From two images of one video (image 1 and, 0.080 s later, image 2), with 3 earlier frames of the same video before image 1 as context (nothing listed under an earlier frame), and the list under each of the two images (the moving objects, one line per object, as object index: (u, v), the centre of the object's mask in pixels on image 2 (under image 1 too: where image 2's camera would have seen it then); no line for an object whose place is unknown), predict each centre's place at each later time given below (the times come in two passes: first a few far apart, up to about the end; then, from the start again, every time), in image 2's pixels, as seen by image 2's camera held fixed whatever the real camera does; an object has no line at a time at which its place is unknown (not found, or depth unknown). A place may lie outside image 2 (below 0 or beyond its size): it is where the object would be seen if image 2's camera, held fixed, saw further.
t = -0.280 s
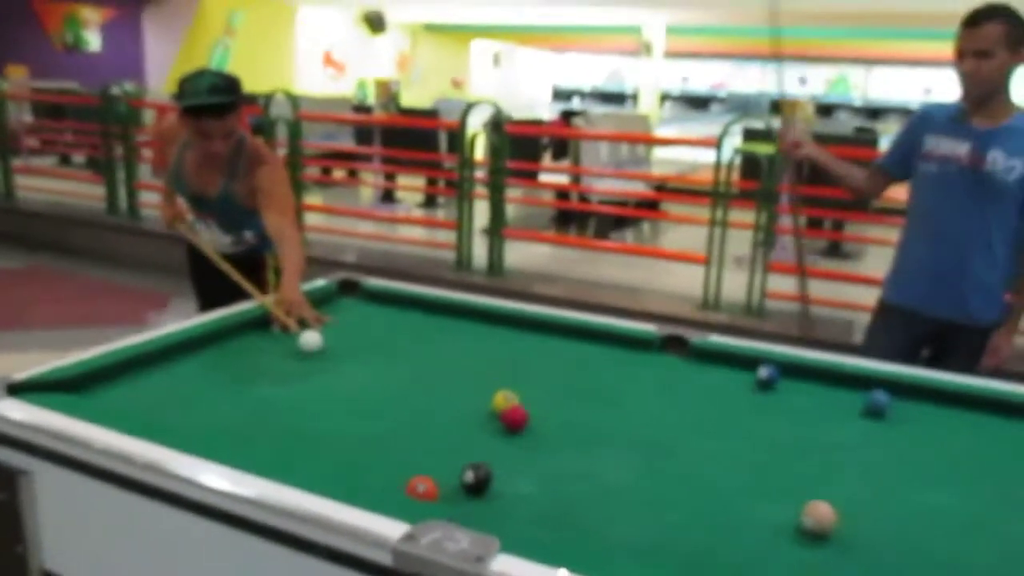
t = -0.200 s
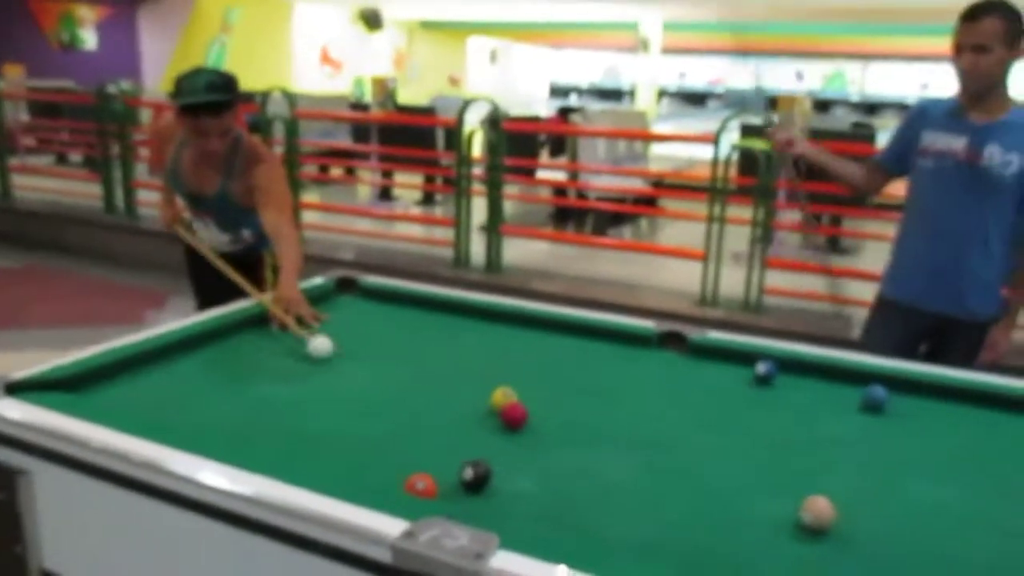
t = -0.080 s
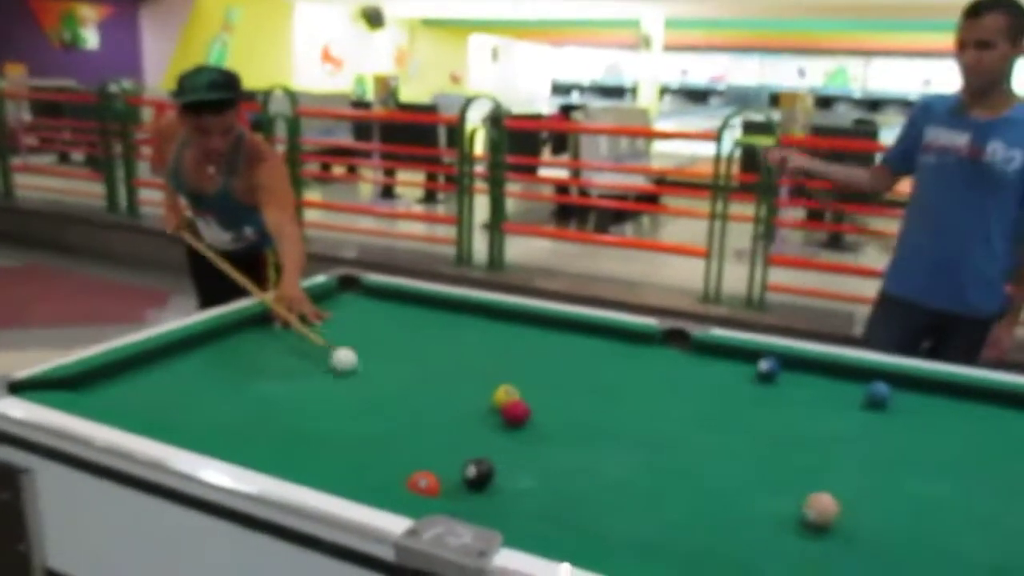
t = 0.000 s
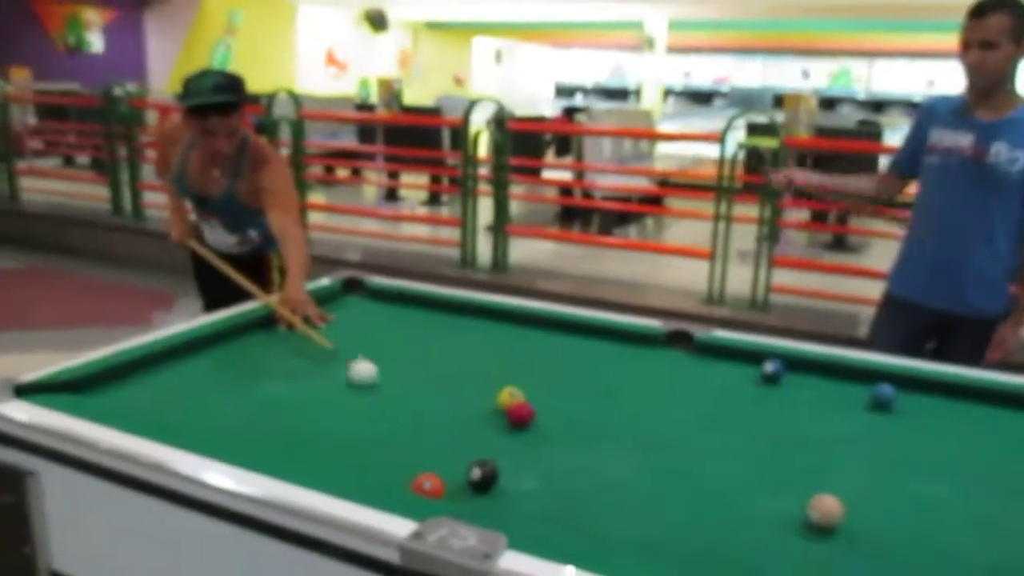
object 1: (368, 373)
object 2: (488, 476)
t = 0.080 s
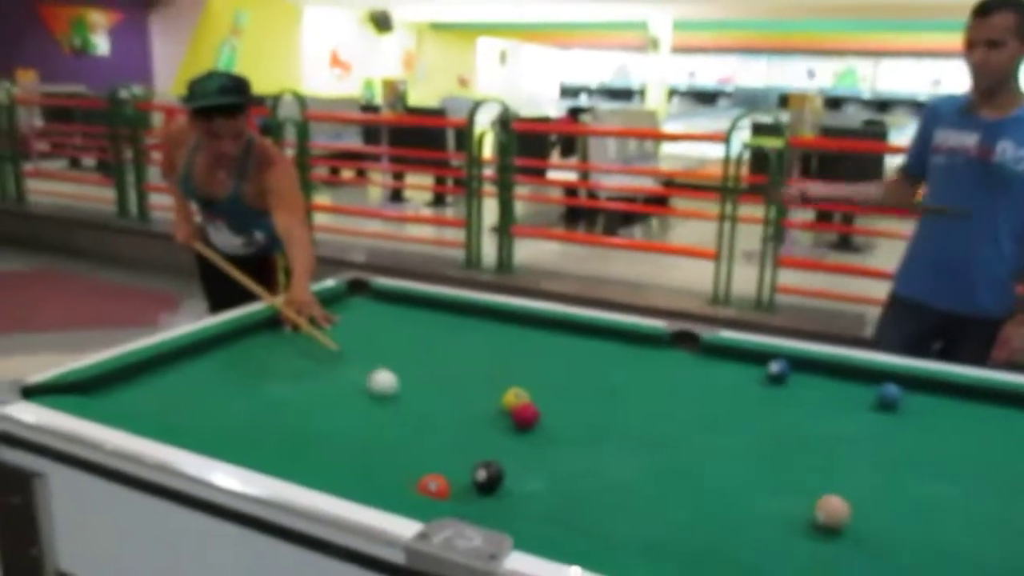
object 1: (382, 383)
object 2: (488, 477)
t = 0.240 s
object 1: (415, 405)
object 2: (488, 477)
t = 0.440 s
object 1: (462, 436)
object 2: (488, 476)
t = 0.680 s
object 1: (531, 469)
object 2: (482, 493)
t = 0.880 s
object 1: (597, 488)
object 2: (486, 511)
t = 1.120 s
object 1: (681, 513)
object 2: (521, 516)
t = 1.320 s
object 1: (755, 535)
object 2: (553, 519)
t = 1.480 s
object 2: (577, 525)
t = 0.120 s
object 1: (390, 388)
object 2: (488, 477)
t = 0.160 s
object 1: (399, 394)
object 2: (488, 477)
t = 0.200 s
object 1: (406, 399)
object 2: (488, 477)
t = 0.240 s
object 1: (415, 405)
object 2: (488, 477)
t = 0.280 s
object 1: (424, 411)
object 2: (487, 477)
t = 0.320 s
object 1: (434, 417)
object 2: (487, 477)
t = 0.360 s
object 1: (443, 423)
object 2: (488, 476)
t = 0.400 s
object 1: (452, 430)
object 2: (488, 477)
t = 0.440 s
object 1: (462, 436)
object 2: (488, 476)
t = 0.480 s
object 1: (472, 442)
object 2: (488, 477)
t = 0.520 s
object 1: (482, 448)
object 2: (488, 478)
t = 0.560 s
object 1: (494, 453)
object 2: (488, 478)
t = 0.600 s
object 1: (507, 459)
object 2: (486, 482)
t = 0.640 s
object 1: (519, 465)
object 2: (485, 487)
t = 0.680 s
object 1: (531, 469)
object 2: (482, 493)
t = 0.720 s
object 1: (545, 473)
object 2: (480, 498)
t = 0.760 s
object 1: (558, 477)
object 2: (478, 503)
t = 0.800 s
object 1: (571, 481)
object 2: (477, 506)
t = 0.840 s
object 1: (584, 484)
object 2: (480, 508)
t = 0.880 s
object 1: (597, 488)
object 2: (486, 511)
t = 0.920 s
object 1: (611, 493)
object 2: (492, 512)
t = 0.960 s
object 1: (625, 497)
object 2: (499, 513)
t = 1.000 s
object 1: (638, 501)
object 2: (504, 514)
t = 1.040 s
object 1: (652, 505)
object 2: (510, 515)
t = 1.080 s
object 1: (667, 509)
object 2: (516, 515)
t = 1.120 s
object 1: (681, 513)
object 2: (521, 516)
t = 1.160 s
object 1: (695, 517)
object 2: (528, 516)
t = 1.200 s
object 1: (710, 522)
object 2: (536, 515)
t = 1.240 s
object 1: (725, 526)
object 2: (541, 517)
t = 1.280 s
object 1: (740, 530)
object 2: (547, 518)
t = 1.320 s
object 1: (755, 535)
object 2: (553, 519)
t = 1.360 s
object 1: (770, 539)
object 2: (560, 521)
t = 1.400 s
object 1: (785, 543)
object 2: (565, 523)
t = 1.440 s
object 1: (802, 548)
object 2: (572, 524)
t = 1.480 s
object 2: (577, 525)
